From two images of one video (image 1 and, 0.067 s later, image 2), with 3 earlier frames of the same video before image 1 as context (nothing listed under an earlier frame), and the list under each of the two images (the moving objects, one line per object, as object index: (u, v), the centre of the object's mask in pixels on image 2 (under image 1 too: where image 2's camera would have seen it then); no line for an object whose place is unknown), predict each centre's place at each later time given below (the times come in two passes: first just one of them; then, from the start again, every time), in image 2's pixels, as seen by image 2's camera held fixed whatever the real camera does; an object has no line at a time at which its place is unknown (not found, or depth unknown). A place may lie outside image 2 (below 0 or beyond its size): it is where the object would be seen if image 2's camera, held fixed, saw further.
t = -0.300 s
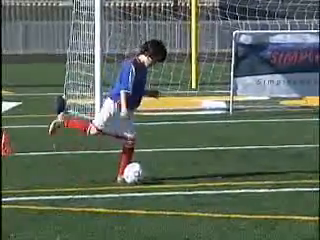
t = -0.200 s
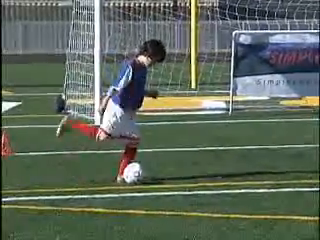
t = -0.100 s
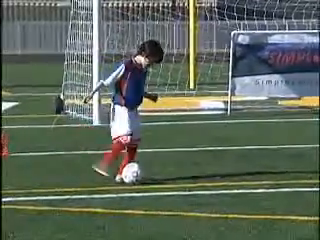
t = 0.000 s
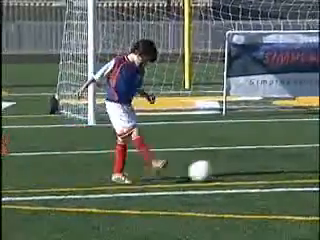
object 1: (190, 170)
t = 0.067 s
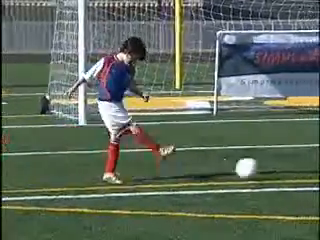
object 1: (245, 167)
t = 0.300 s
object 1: (410, 167)
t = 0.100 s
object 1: (274, 168)
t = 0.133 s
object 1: (300, 168)
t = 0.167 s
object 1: (324, 167)
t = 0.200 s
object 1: (345, 167)
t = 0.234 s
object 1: (365, 167)
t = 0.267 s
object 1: (388, 166)
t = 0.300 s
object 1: (410, 167)
